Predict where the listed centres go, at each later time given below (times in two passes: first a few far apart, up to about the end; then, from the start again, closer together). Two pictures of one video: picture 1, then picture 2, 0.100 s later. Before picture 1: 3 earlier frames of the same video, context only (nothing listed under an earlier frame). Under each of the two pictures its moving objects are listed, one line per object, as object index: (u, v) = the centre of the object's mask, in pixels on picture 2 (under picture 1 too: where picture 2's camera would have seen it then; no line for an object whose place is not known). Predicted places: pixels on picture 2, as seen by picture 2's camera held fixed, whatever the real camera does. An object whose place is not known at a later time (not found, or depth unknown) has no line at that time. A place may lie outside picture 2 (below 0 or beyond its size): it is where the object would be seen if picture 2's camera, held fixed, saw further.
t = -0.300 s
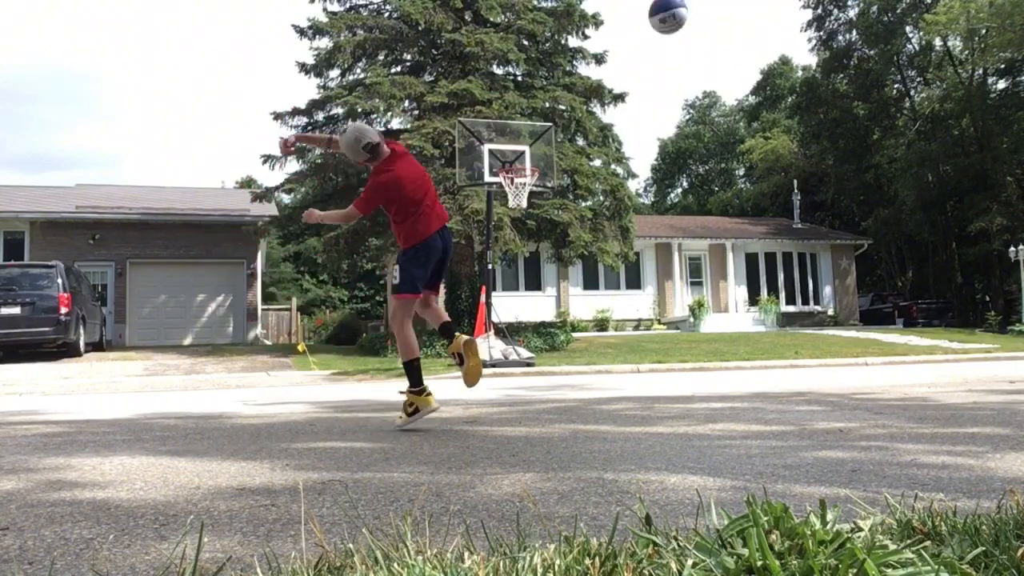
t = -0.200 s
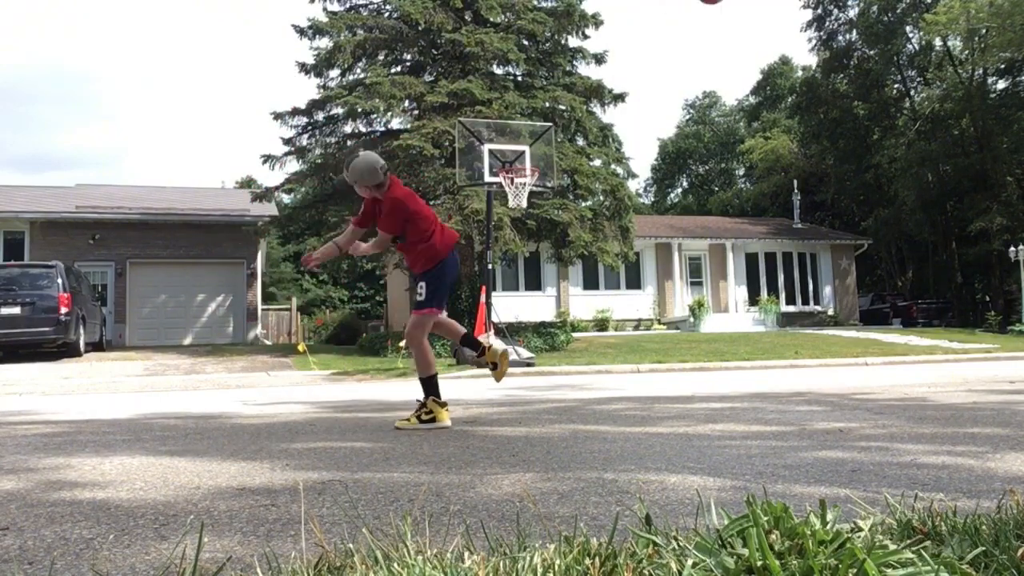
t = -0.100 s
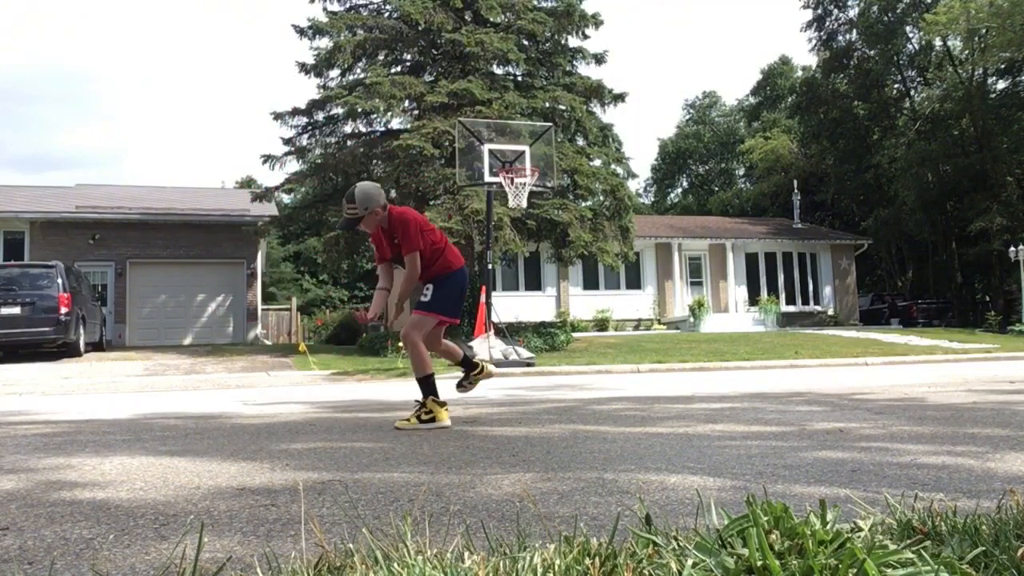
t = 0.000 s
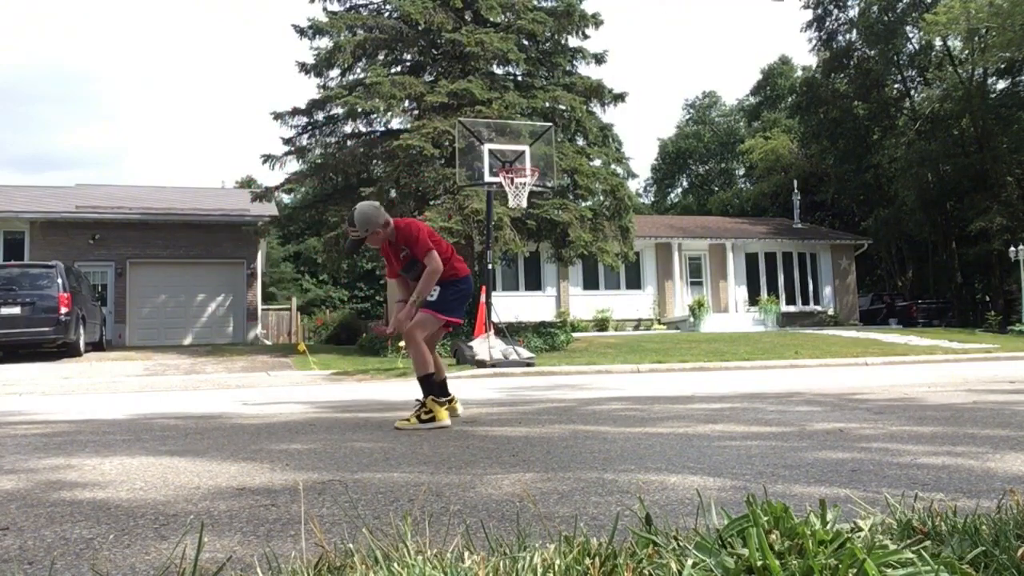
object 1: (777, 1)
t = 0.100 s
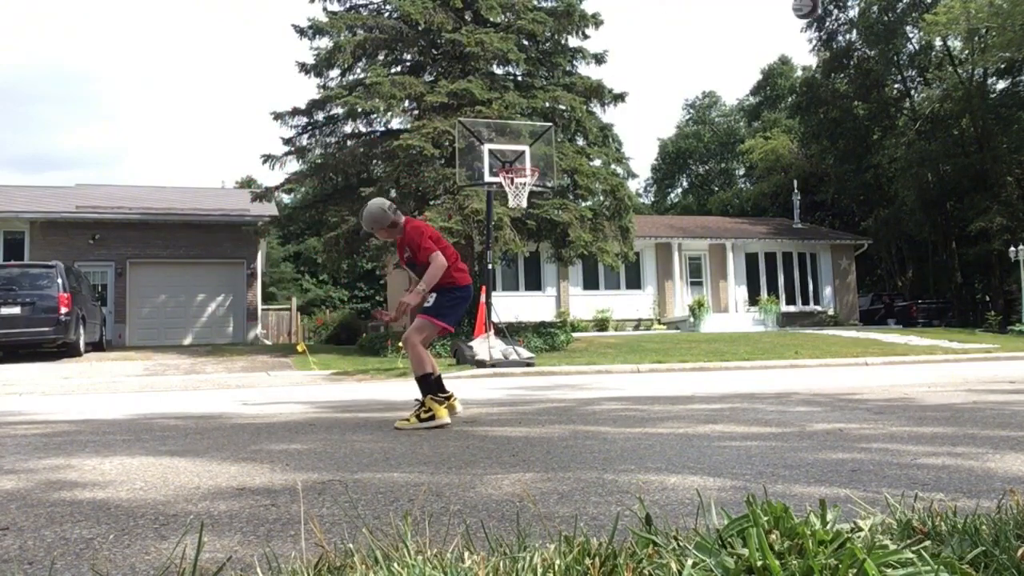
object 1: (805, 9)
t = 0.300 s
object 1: (850, 67)
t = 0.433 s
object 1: (874, 121)
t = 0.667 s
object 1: (912, 237)
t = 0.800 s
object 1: (930, 314)
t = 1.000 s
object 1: (946, 319)
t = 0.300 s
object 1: (850, 67)
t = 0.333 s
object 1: (857, 80)
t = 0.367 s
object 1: (862, 93)
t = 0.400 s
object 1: (868, 107)
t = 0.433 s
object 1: (874, 121)
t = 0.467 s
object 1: (880, 137)
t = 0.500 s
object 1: (886, 152)
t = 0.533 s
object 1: (891, 168)
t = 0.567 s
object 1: (896, 185)
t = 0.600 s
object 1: (902, 202)
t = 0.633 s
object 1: (907, 219)
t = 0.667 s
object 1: (912, 237)
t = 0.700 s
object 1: (917, 255)
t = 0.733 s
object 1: (921, 274)
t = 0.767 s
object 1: (926, 293)
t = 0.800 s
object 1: (930, 314)
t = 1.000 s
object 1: (946, 319)
